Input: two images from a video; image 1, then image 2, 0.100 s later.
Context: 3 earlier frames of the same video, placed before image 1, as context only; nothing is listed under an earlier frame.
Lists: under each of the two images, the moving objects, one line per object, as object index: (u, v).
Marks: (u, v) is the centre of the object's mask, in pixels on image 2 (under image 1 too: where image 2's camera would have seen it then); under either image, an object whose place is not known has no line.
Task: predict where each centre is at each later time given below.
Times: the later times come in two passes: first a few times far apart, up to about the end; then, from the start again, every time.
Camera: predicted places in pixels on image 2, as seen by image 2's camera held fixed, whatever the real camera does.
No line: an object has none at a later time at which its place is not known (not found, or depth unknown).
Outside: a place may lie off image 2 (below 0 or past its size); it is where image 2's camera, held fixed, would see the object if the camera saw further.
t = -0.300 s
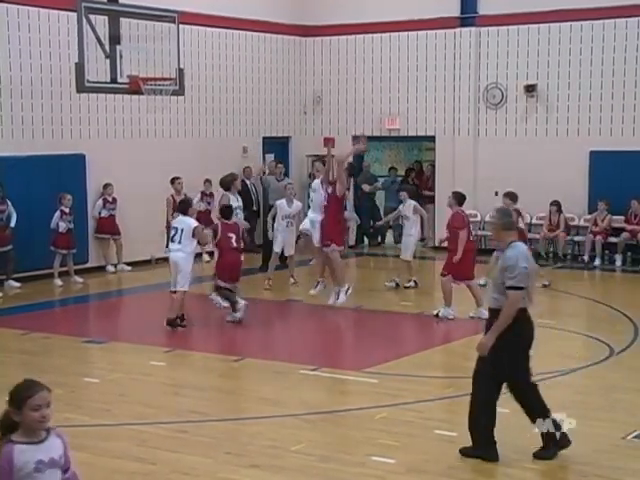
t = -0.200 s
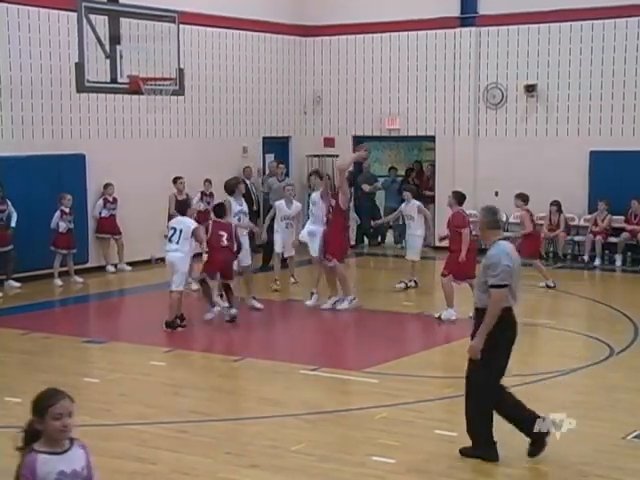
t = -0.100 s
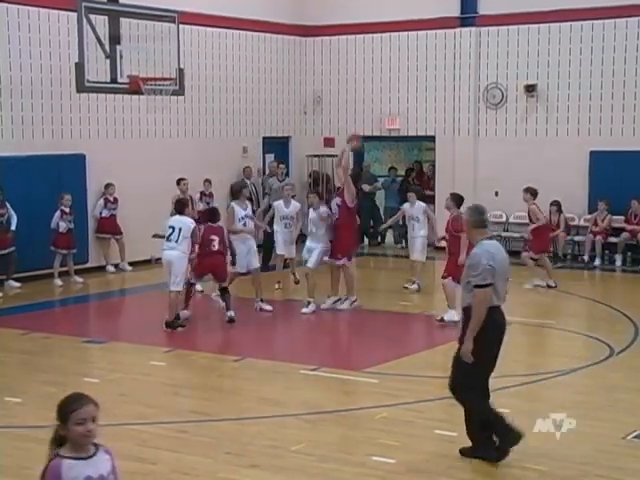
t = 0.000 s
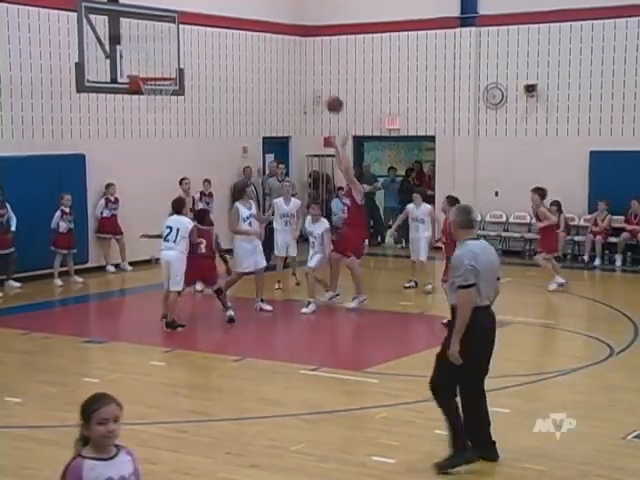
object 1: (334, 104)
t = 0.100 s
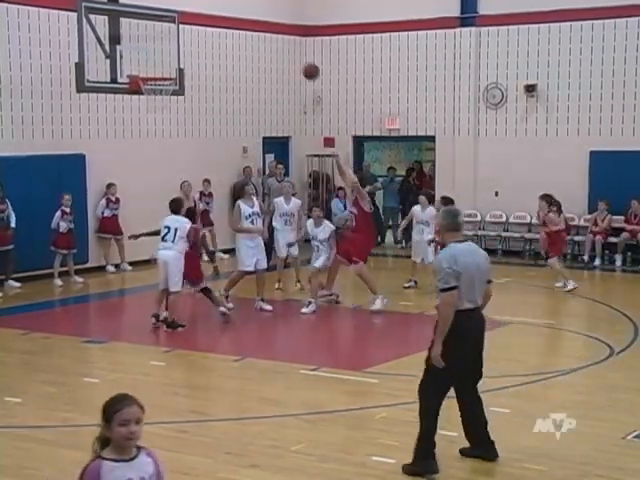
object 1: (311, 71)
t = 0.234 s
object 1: (279, 39)
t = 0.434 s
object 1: (232, 15)
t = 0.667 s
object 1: (177, 26)
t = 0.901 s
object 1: (124, 75)
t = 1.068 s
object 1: (126, 94)
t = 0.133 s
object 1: (303, 62)
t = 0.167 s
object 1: (295, 54)
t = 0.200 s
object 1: (287, 46)
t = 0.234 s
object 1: (279, 39)
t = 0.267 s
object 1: (270, 36)
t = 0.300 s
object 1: (262, 32)
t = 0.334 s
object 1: (255, 23)
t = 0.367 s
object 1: (247, 20)
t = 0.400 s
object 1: (239, 16)
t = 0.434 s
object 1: (232, 15)
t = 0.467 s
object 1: (224, 14)
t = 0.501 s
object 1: (216, 13)
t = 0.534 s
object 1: (208, 14)
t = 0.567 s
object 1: (200, 17)
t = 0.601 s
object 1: (193, 19)
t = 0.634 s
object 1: (184, 23)
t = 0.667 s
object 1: (177, 26)
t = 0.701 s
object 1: (169, 31)
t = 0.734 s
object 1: (162, 37)
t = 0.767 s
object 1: (154, 44)
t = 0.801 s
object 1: (147, 52)
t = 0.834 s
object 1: (139, 60)
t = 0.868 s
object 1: (131, 70)
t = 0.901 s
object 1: (124, 75)
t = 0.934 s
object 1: (121, 78)
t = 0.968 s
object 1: (122, 80)
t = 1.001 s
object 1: (123, 82)
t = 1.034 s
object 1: (124, 88)
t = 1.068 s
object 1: (126, 94)
